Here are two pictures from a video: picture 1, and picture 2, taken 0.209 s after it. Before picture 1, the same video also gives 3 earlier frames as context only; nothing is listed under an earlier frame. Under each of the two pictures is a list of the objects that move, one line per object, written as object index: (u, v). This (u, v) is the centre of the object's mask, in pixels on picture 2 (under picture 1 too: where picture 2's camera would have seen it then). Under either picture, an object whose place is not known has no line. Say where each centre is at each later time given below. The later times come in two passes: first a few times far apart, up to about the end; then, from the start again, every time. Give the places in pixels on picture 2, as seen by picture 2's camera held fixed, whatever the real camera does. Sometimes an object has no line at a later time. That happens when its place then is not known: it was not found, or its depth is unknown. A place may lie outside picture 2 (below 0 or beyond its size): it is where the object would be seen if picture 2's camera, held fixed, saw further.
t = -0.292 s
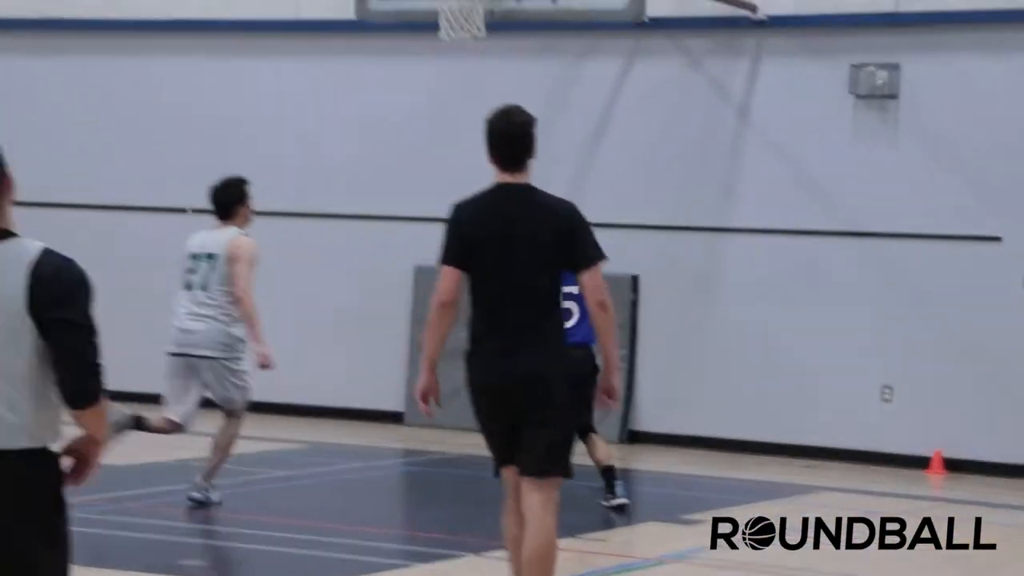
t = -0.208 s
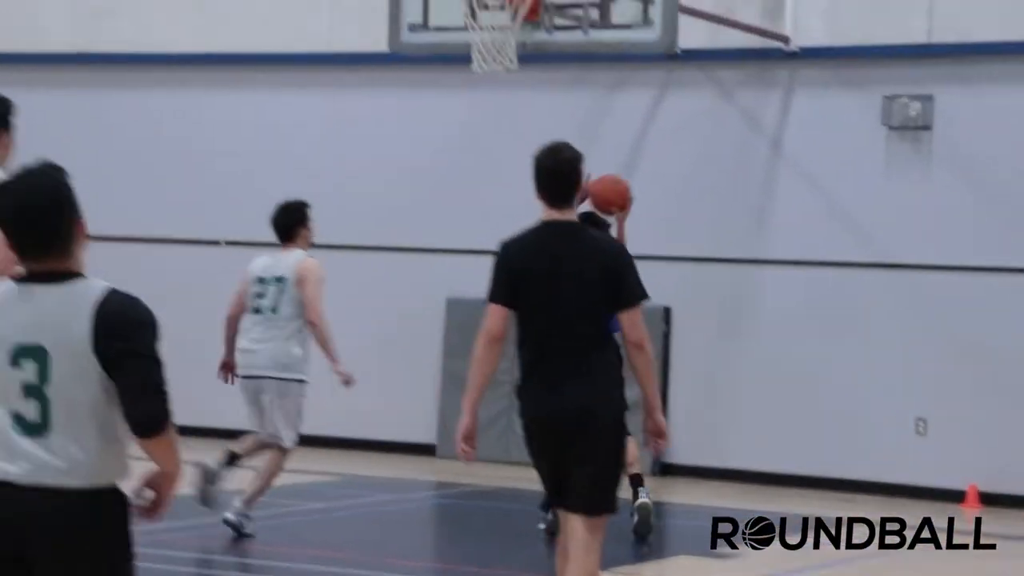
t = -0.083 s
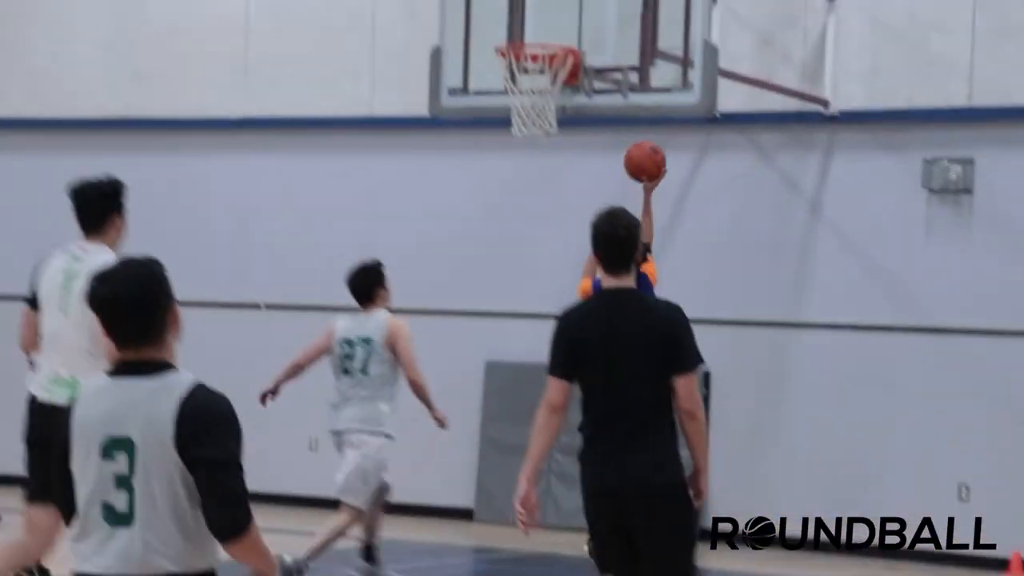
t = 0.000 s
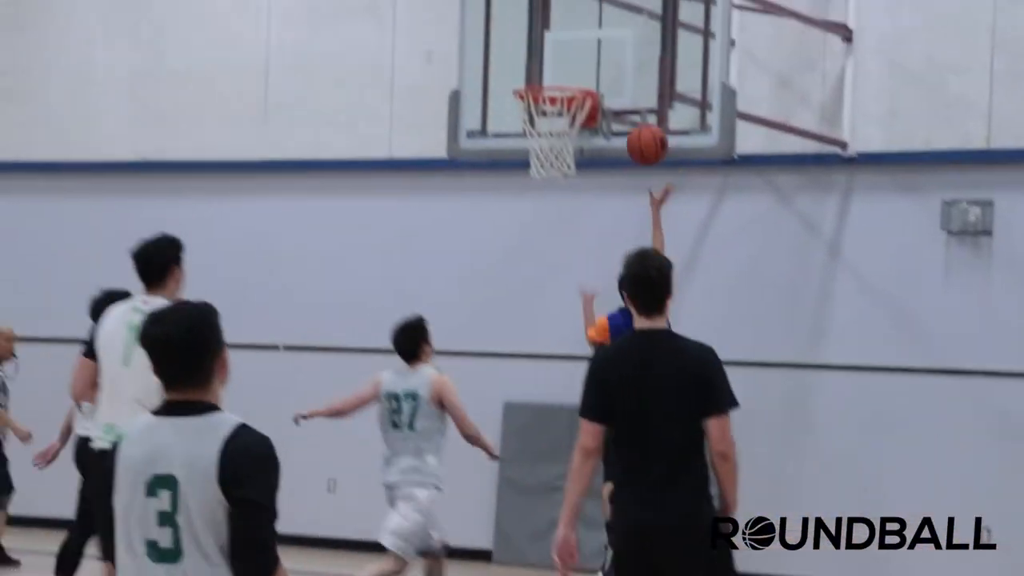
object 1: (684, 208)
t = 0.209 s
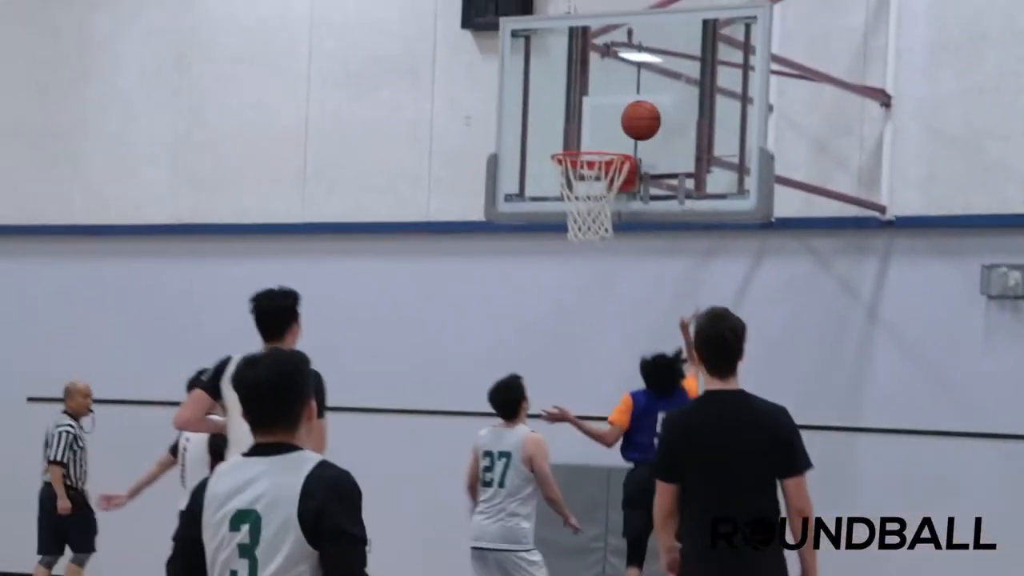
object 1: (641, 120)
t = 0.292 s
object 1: (622, 113)
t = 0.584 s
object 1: (588, 147)
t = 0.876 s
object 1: (591, 205)
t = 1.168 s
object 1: (572, 271)
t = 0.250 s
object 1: (631, 115)
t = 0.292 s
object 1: (622, 113)
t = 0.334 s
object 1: (612, 113)
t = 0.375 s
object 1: (603, 116)
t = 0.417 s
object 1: (593, 122)
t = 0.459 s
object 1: (583, 130)
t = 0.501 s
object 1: (573, 139)
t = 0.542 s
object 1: (577, 141)
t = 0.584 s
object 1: (588, 147)
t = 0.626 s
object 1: (600, 156)
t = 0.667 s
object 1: (600, 162)
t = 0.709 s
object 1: (600, 174)
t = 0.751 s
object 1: (596, 186)
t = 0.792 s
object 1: (594, 195)
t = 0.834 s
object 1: (592, 201)
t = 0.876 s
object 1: (591, 205)
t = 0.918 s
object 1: (587, 210)
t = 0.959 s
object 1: (582, 231)
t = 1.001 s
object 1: (581, 236)
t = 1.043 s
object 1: (578, 241)
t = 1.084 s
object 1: (576, 246)
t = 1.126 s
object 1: (574, 254)
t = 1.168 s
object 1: (572, 271)
